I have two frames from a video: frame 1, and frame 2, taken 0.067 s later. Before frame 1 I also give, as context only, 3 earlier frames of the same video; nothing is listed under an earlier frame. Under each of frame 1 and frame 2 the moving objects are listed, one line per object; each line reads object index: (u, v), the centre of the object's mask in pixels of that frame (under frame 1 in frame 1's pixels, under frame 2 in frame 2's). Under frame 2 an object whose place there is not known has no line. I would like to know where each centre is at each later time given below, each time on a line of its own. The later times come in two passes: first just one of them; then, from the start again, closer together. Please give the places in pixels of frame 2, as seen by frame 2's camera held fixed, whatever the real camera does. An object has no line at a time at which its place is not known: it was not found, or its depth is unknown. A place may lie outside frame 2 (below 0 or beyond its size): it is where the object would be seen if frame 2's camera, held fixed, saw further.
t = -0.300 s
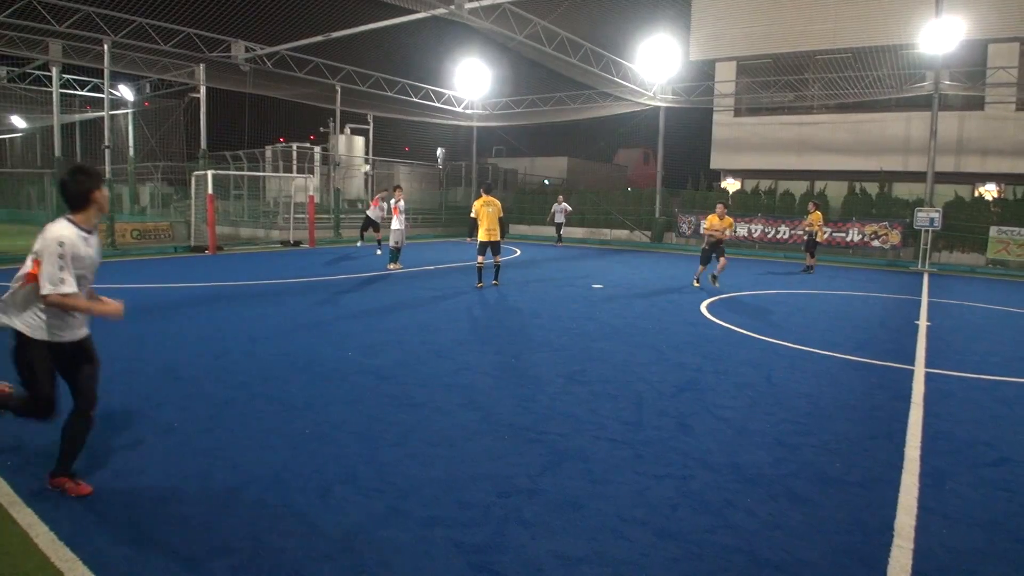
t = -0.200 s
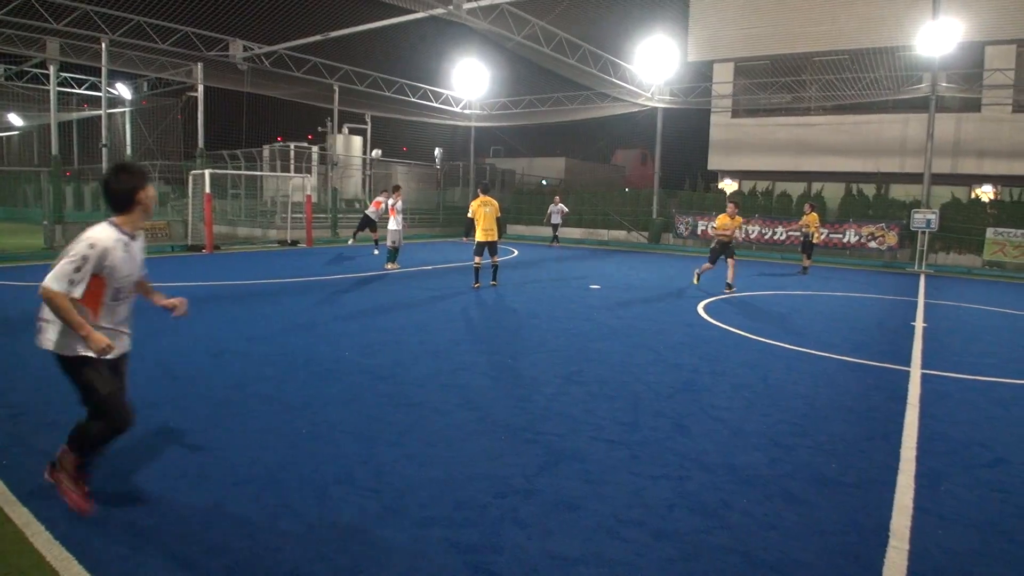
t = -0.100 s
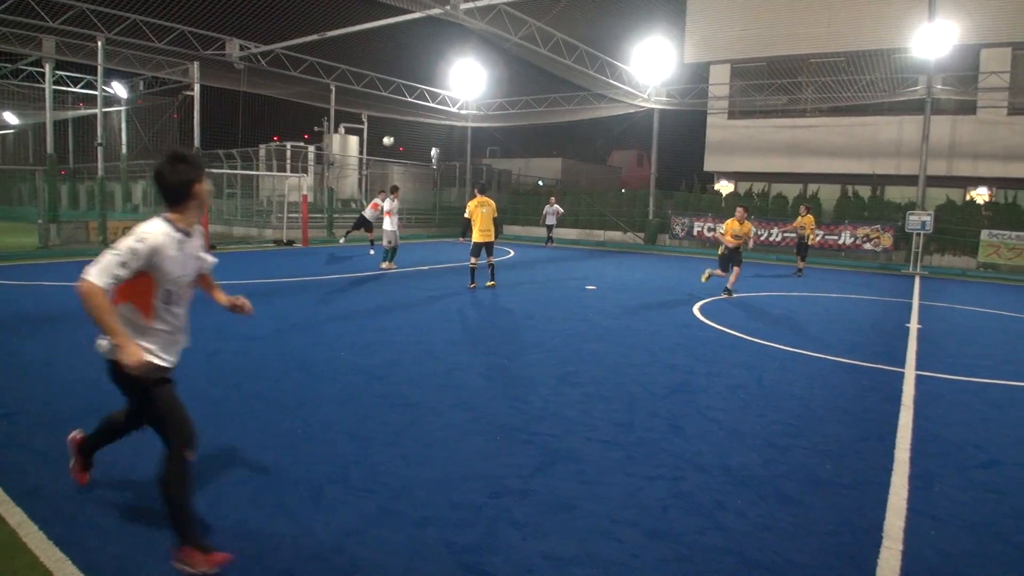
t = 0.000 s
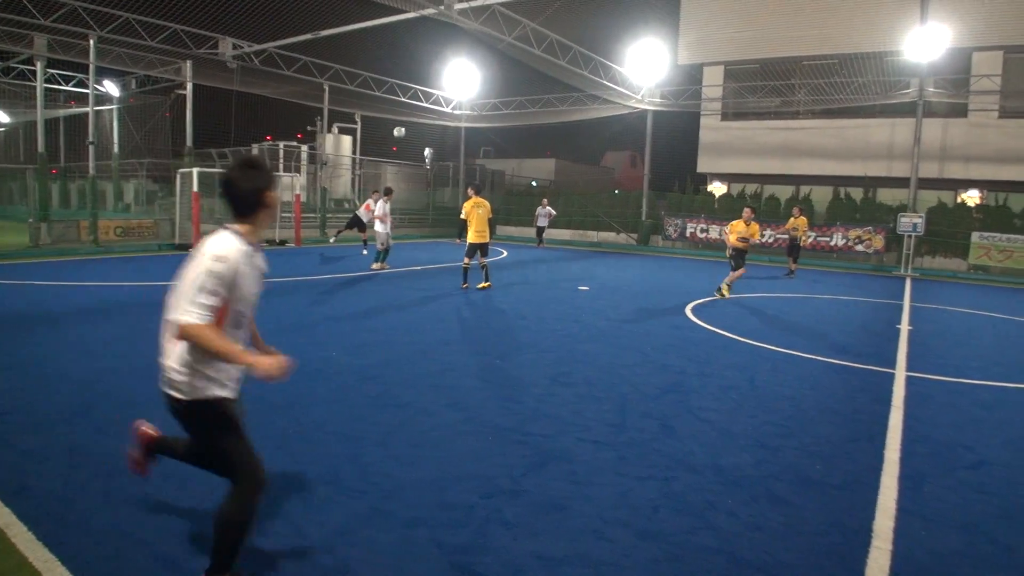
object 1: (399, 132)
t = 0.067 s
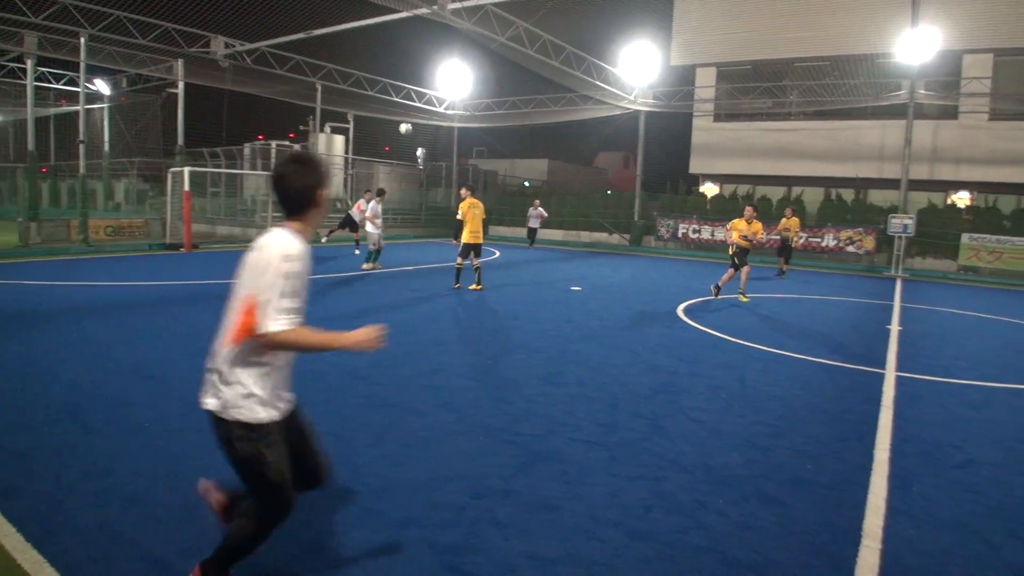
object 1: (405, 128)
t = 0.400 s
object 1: (497, 154)
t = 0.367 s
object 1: (484, 147)
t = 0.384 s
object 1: (491, 151)
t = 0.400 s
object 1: (497, 154)
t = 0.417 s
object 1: (504, 158)
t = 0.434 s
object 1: (511, 163)
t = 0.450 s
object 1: (518, 169)
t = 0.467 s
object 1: (525, 174)
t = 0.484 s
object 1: (532, 180)
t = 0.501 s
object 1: (540, 187)
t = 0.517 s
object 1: (549, 193)
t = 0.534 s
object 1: (557, 200)
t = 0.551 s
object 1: (566, 209)
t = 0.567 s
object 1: (575, 218)
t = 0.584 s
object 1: (585, 226)
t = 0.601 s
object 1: (597, 238)
